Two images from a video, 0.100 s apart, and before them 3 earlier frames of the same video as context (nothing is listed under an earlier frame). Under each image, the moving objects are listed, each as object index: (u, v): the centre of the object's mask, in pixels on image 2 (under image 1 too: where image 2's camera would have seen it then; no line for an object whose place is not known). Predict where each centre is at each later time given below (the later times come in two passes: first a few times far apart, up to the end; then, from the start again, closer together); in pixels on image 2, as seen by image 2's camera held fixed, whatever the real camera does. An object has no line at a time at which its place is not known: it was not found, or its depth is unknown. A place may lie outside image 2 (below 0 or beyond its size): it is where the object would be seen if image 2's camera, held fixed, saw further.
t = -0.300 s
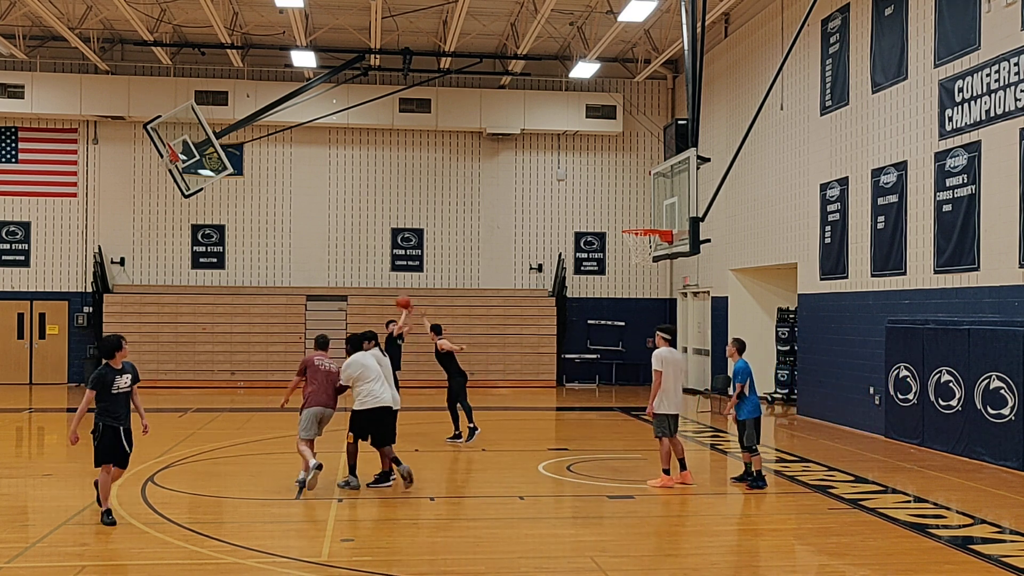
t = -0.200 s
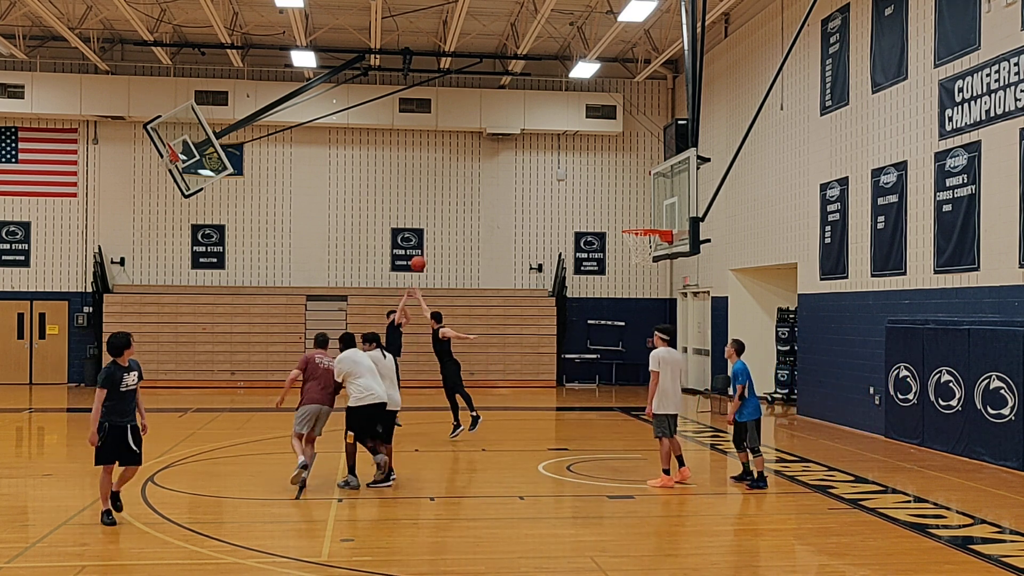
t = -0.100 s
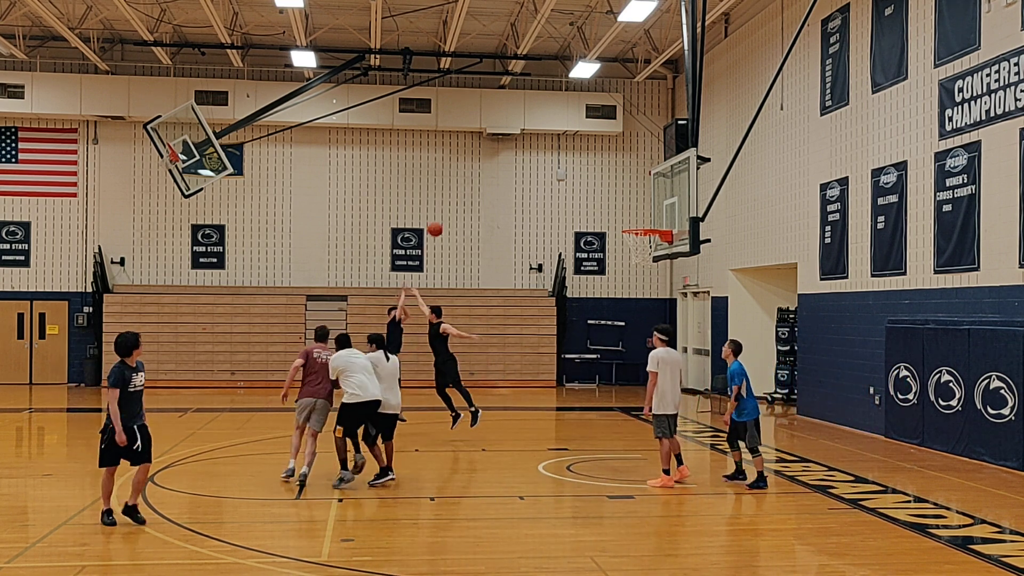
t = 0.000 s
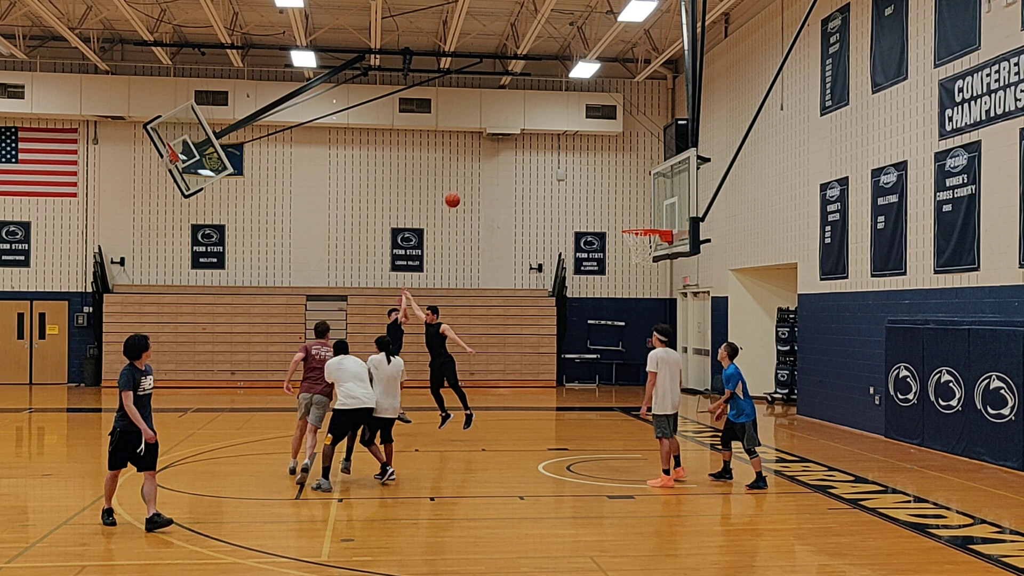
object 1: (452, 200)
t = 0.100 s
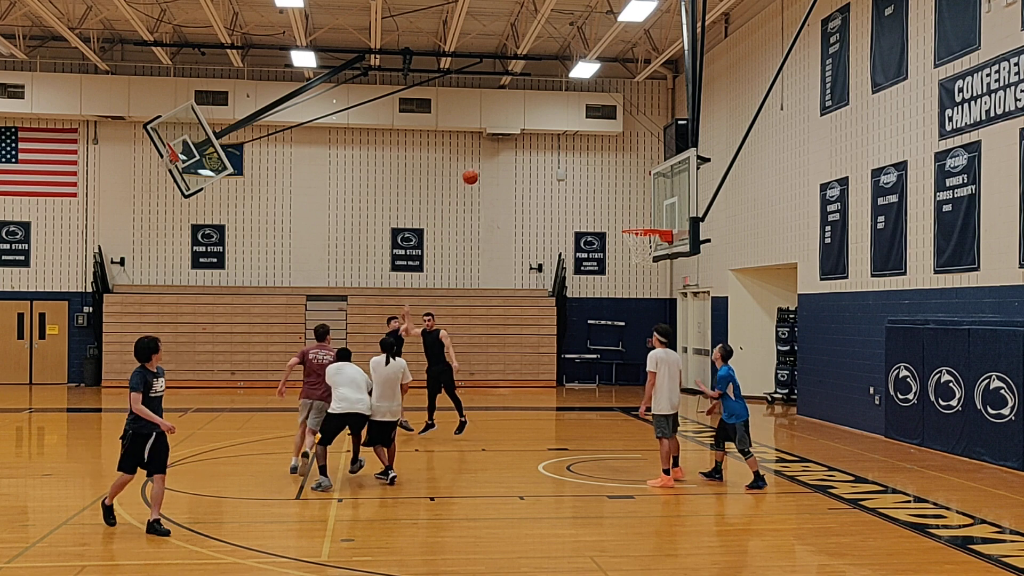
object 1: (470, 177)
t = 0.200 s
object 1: (488, 159)
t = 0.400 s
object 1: (526, 143)
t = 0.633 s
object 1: (573, 159)
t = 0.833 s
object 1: (616, 206)
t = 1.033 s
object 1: (642, 193)
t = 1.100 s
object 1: (649, 183)
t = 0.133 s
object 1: (476, 170)
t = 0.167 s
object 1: (482, 164)
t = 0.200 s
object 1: (488, 159)
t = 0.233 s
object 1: (495, 154)
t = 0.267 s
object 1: (501, 151)
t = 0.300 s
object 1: (507, 148)
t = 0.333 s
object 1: (513, 145)
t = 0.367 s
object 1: (520, 144)
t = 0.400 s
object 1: (526, 143)
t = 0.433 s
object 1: (533, 143)
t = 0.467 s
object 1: (539, 143)
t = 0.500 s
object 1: (546, 145)
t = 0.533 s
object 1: (553, 147)
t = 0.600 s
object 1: (566, 154)
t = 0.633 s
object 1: (573, 159)
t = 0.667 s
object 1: (580, 165)
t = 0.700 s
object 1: (587, 171)
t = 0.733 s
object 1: (594, 179)
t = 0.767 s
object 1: (601, 187)
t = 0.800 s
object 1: (608, 196)
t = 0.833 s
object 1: (616, 206)
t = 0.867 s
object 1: (623, 217)
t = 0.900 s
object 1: (629, 222)
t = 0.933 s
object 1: (632, 215)
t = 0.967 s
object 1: (636, 206)
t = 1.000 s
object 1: (639, 199)
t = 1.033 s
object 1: (642, 193)
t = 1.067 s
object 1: (645, 187)
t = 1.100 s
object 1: (649, 183)
